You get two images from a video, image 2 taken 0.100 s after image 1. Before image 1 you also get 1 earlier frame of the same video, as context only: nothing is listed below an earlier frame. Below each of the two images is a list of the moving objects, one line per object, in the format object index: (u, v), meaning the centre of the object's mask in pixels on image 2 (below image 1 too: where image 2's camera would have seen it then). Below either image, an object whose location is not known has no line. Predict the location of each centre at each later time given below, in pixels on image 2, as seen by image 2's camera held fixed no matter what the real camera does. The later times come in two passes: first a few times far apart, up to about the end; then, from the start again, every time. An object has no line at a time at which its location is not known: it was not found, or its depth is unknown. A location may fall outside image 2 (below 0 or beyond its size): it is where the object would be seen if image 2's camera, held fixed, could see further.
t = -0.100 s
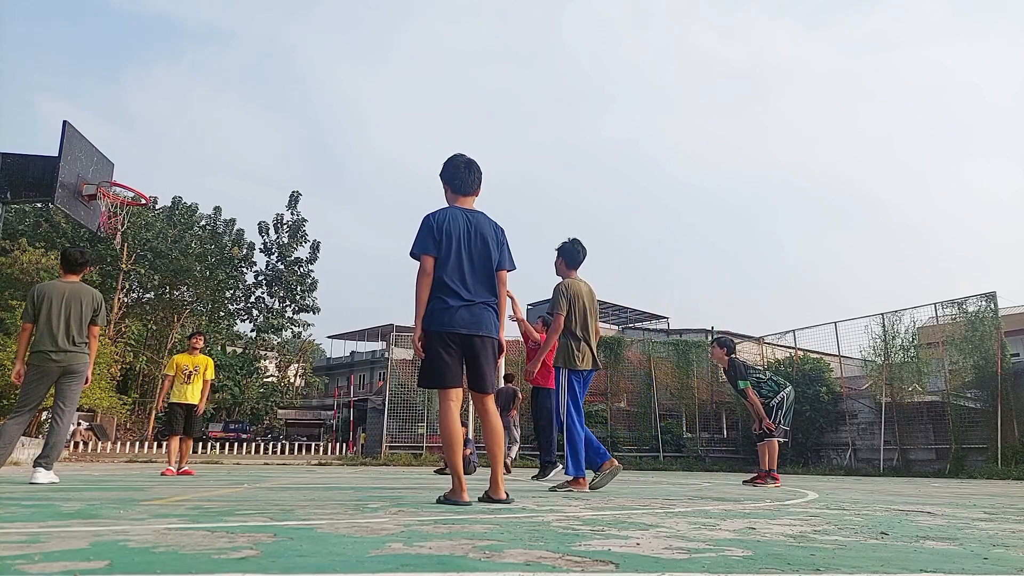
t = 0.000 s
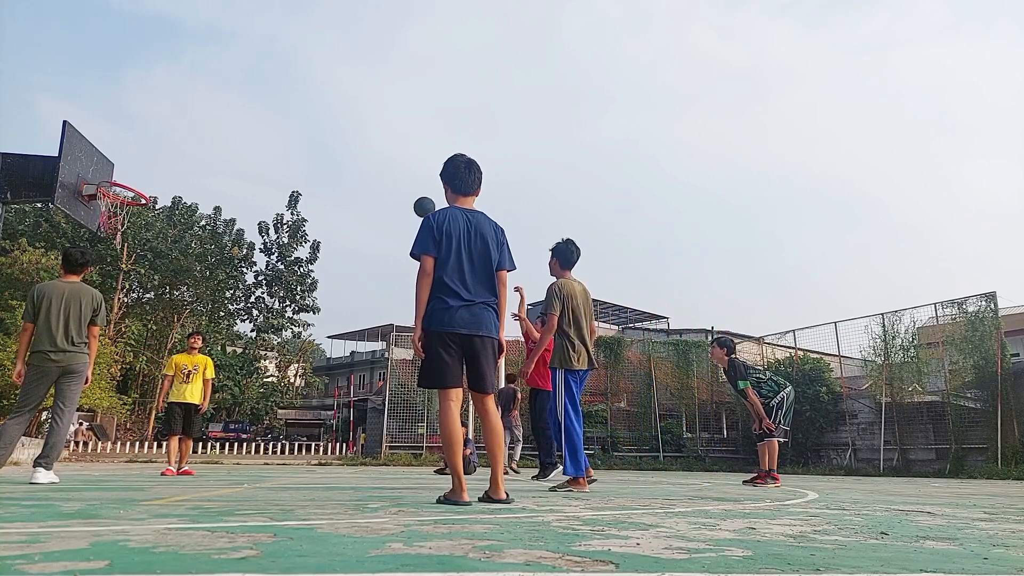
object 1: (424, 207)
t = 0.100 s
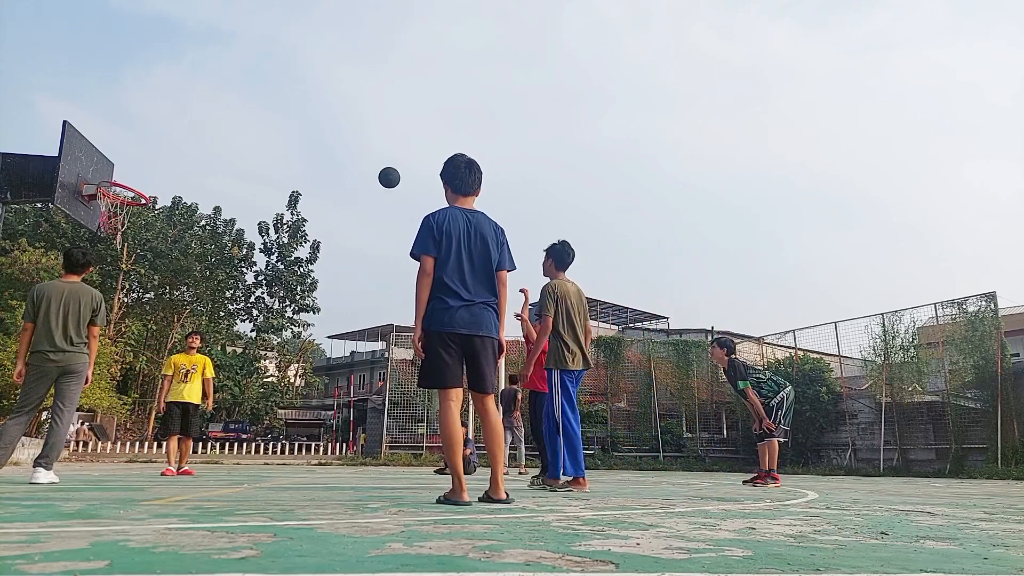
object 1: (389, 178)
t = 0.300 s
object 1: (318, 143)
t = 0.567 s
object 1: (216, 148)
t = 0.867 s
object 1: (93, 223)
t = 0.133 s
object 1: (377, 170)
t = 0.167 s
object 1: (366, 162)
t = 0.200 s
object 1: (354, 156)
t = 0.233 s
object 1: (342, 151)
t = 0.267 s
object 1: (330, 147)
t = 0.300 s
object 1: (318, 143)
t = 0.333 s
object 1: (306, 140)
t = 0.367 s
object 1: (293, 139)
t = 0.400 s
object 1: (281, 138)
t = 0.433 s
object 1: (268, 138)
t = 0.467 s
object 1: (256, 139)
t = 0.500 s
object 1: (243, 141)
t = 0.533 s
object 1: (230, 144)
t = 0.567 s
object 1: (216, 148)
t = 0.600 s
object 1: (203, 153)
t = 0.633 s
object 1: (189, 159)
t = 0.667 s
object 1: (176, 166)
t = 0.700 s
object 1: (162, 173)
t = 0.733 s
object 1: (148, 182)
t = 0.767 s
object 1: (133, 193)
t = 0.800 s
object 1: (118, 203)
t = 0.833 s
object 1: (103, 216)
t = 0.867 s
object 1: (93, 223)
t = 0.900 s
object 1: (93, 236)
